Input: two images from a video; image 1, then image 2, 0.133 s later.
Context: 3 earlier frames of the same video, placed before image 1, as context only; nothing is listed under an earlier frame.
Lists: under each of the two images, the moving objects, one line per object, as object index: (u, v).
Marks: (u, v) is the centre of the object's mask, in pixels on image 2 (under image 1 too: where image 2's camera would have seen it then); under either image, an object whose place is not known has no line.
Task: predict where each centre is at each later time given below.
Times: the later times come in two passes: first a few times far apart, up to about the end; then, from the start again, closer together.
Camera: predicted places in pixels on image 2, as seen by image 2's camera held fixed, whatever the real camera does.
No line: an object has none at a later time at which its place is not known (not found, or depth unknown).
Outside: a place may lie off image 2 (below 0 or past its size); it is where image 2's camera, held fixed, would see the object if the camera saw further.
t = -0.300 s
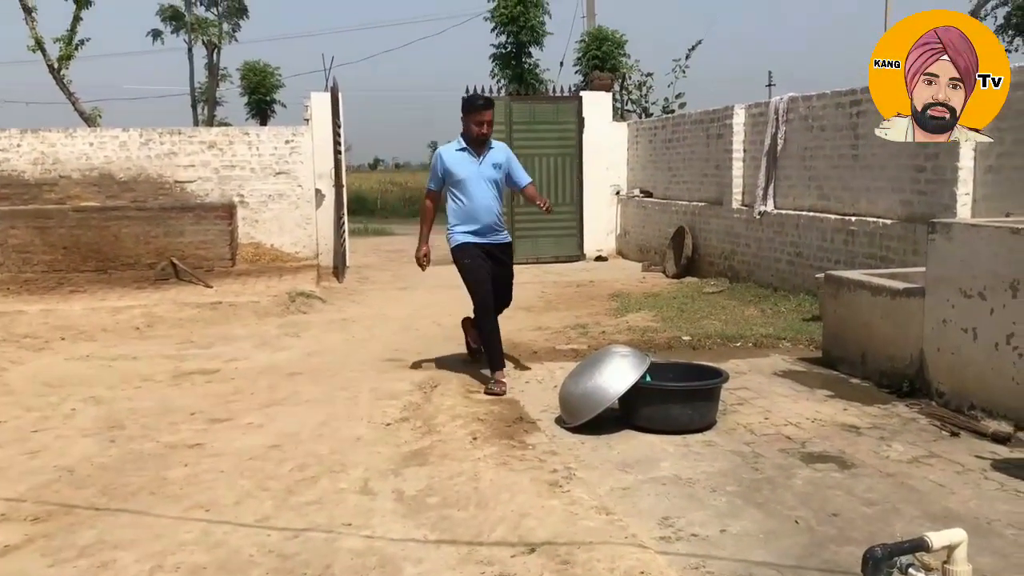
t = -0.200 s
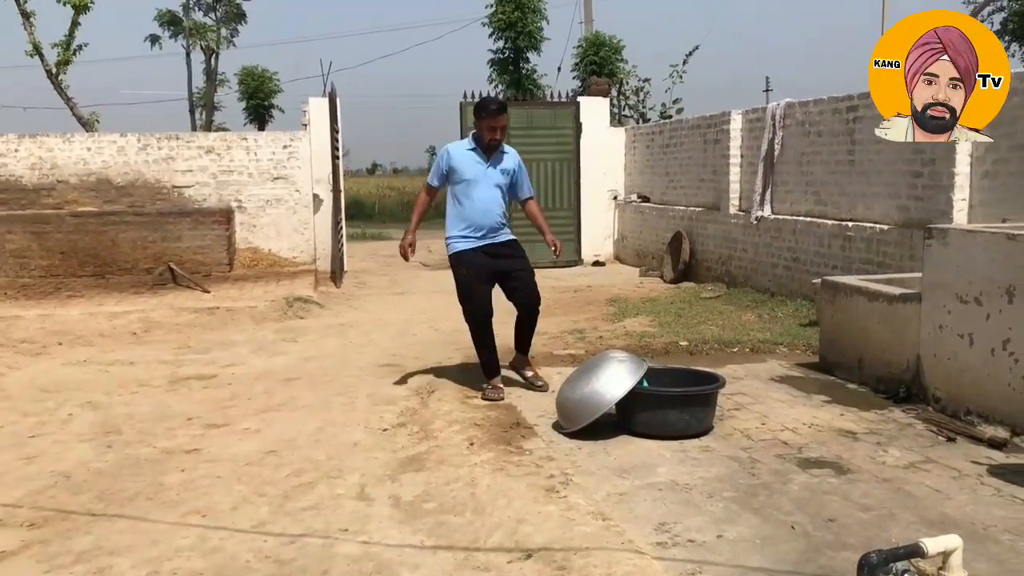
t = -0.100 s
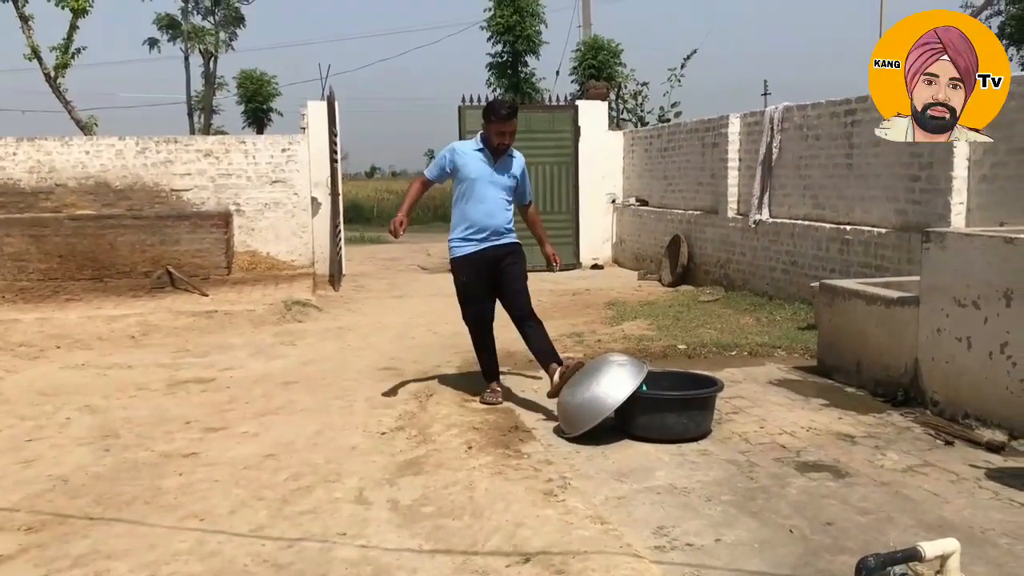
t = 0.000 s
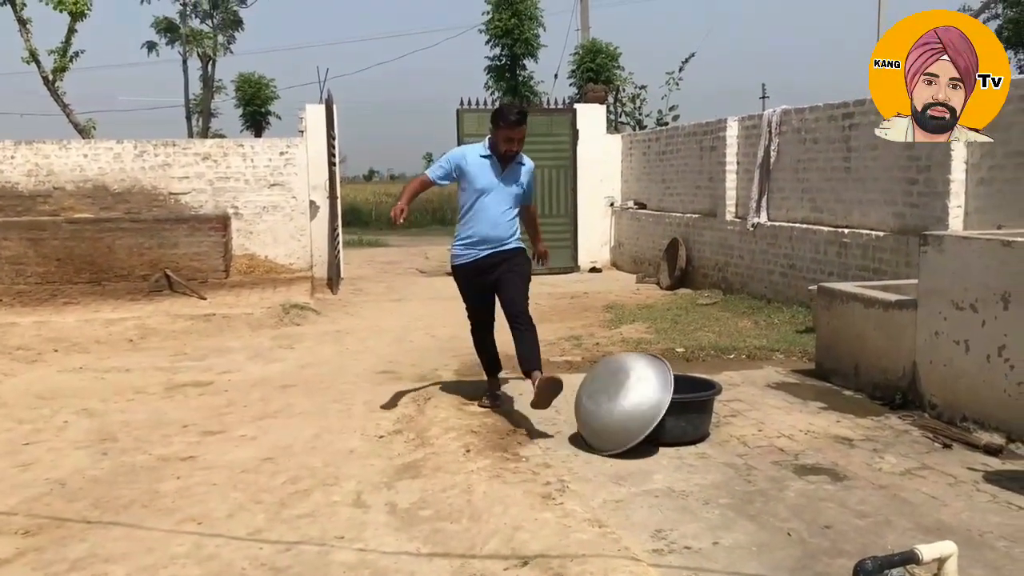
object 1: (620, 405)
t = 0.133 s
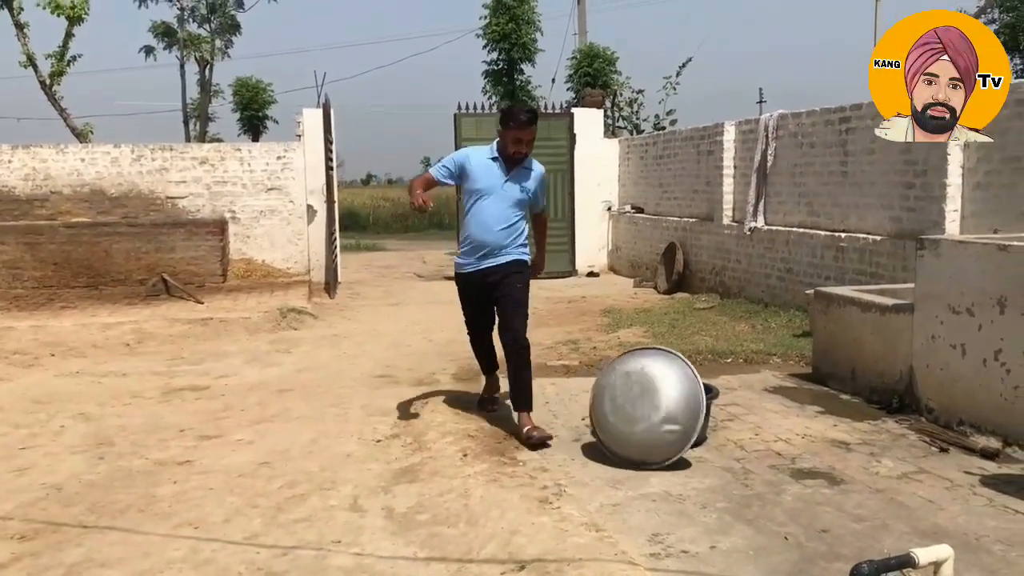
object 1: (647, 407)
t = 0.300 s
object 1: (687, 417)
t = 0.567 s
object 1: (706, 455)
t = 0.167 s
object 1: (655, 407)
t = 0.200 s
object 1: (663, 408)
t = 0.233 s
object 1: (672, 409)
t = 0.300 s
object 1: (687, 417)
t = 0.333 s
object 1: (694, 424)
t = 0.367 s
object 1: (699, 431)
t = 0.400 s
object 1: (703, 439)
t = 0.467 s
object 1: (702, 450)
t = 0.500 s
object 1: (707, 453)
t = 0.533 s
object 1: (708, 454)
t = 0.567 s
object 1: (706, 455)
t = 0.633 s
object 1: (697, 456)
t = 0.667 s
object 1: (689, 458)
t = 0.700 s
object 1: (681, 459)
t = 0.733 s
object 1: (672, 461)
